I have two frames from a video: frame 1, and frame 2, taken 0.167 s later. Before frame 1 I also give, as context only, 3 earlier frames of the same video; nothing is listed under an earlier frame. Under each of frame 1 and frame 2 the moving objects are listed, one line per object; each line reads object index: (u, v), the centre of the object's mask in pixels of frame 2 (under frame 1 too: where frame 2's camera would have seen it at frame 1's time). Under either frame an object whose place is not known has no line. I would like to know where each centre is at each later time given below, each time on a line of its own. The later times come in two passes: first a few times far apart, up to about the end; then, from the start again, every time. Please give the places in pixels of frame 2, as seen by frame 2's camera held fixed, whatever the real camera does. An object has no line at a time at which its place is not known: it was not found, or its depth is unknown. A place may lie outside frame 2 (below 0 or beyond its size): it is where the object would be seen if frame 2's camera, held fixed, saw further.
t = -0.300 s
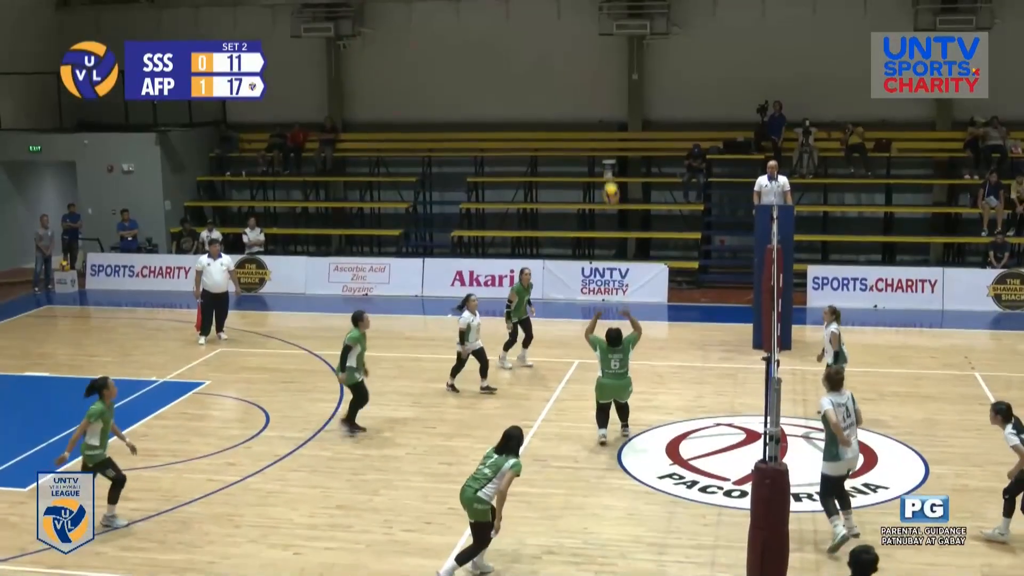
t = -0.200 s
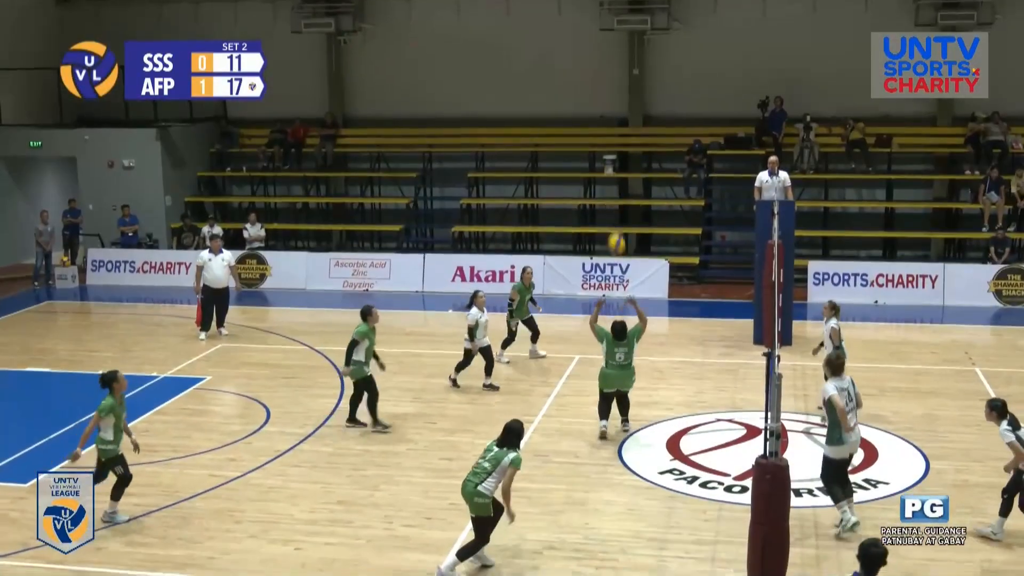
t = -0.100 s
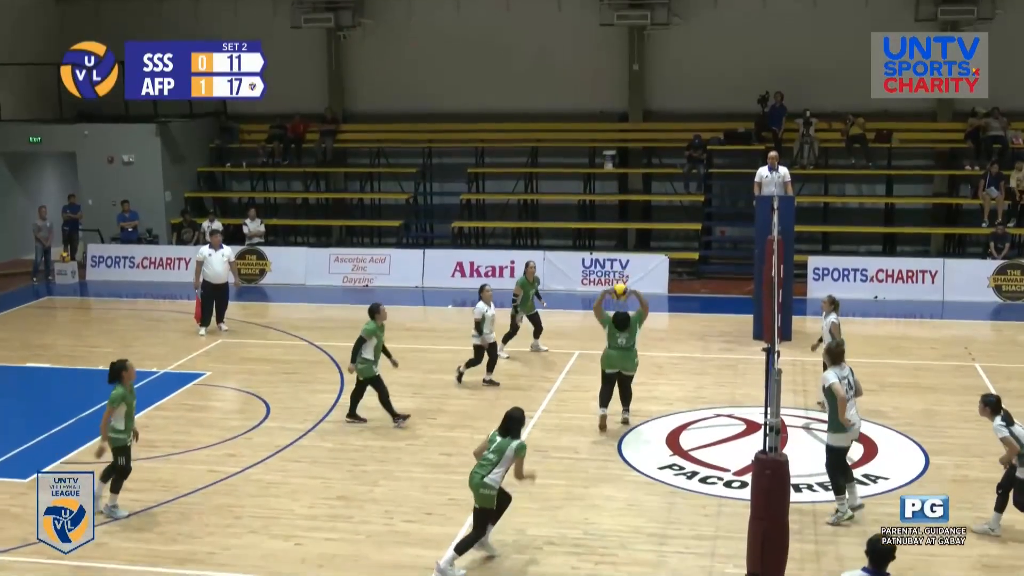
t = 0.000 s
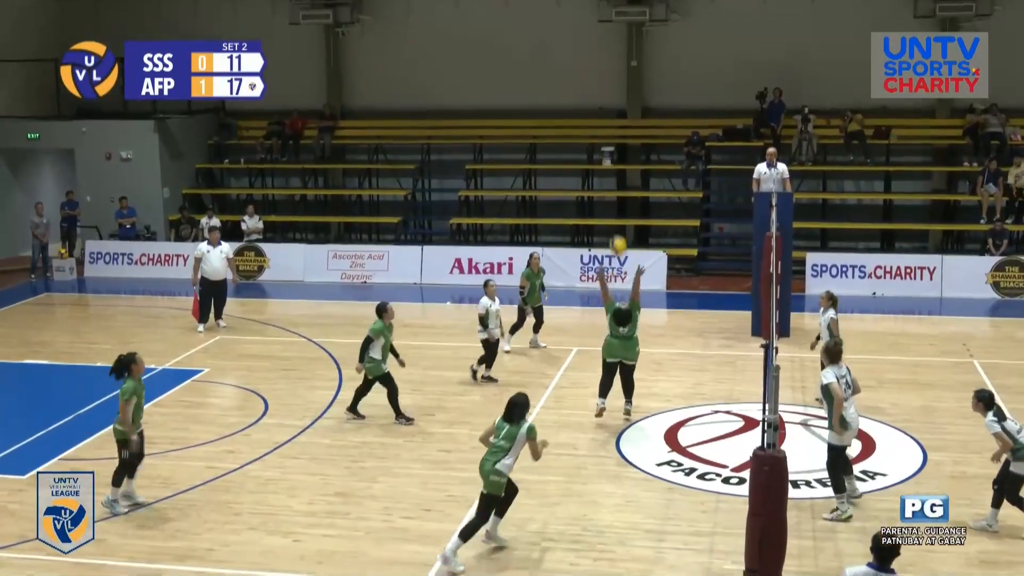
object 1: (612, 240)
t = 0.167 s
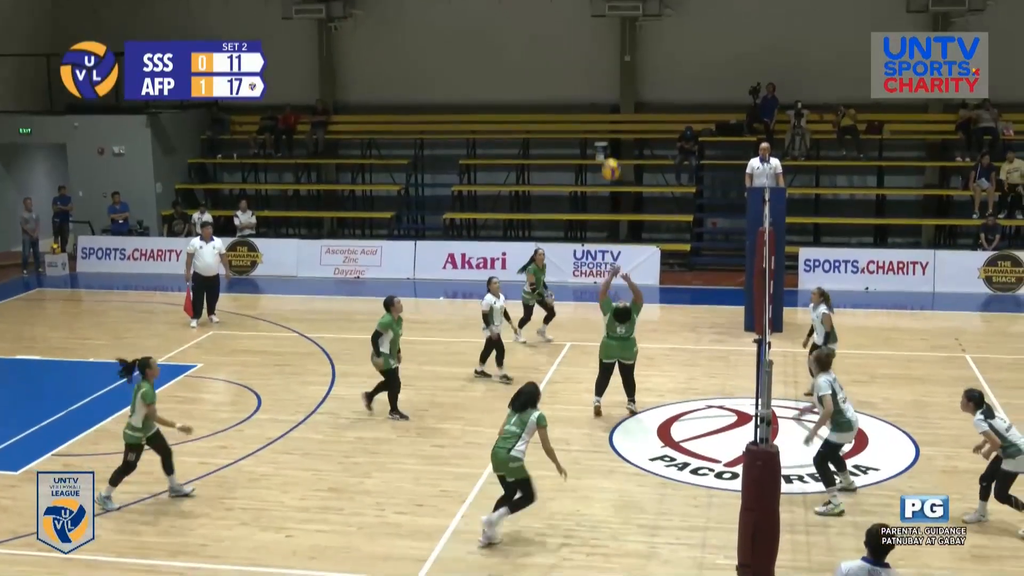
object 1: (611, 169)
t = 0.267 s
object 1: (610, 135)
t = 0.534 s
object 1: (609, 81)
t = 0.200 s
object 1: (611, 157)
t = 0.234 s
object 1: (611, 146)
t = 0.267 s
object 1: (610, 135)
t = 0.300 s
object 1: (610, 125)
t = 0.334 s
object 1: (610, 116)
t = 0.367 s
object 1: (609, 108)
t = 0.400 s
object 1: (609, 101)
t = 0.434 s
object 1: (609, 95)
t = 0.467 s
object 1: (609, 89)
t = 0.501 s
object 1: (609, 84)
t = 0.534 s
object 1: (609, 81)
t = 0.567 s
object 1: (607, 77)
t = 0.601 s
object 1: (608, 76)
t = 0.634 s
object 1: (607, 76)
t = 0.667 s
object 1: (607, 76)
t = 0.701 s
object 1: (607, 78)
